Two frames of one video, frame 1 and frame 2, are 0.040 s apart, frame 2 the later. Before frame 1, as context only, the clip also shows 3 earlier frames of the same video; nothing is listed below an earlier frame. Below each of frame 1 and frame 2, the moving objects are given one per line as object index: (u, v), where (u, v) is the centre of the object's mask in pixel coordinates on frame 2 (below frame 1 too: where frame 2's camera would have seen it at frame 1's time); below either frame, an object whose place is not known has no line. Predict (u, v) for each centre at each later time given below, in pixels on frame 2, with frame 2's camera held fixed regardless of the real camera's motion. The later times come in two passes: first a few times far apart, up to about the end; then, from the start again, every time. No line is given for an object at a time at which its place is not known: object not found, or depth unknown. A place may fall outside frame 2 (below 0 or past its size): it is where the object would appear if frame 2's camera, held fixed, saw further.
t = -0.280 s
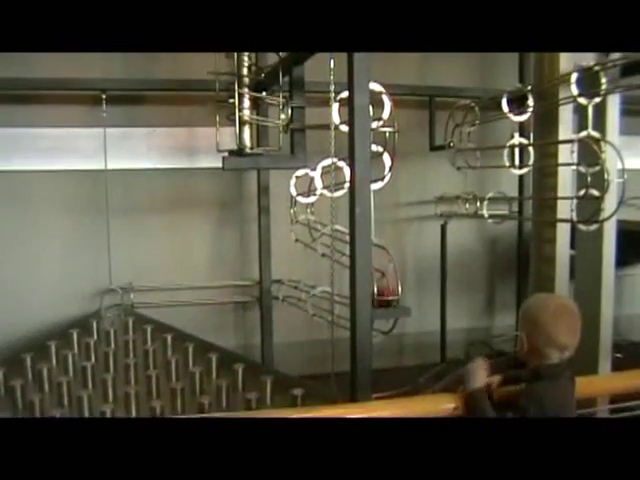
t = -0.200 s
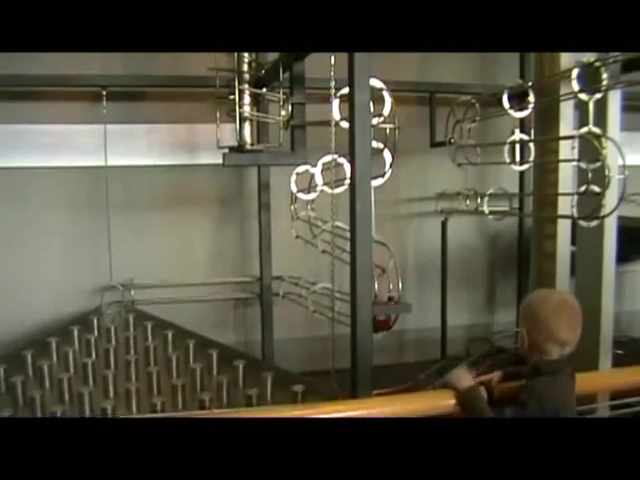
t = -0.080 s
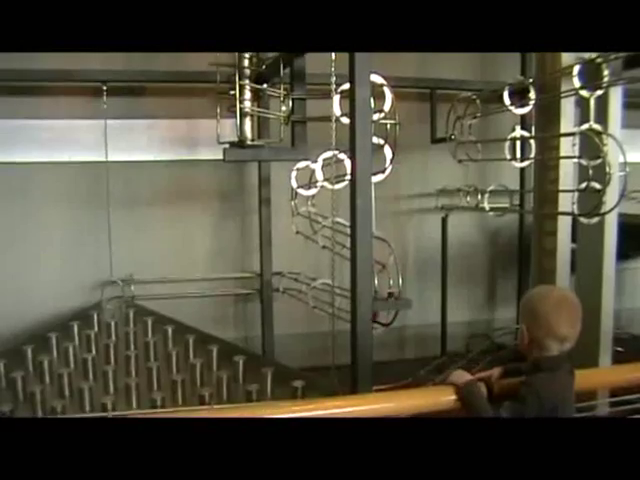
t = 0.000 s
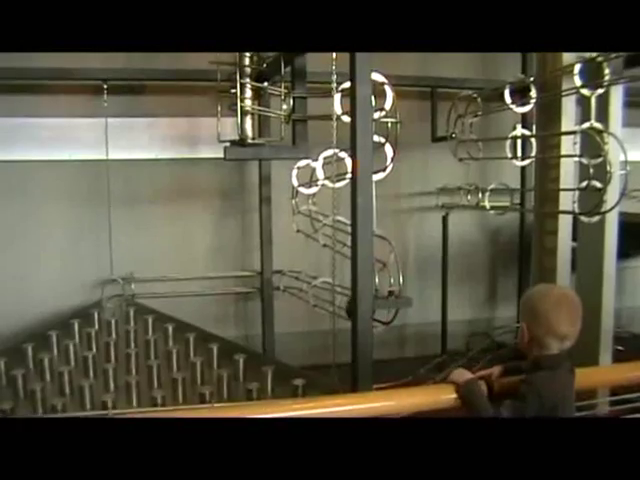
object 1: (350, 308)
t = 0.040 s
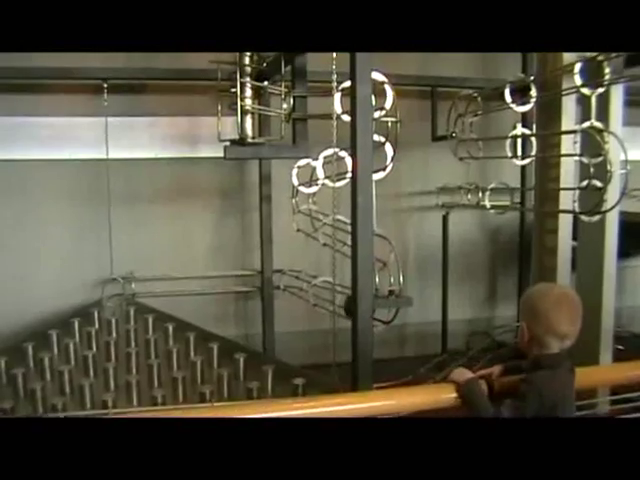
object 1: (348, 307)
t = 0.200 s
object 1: (344, 303)
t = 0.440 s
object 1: (336, 299)
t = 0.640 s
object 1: (326, 296)
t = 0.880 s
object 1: (315, 292)
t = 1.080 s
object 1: (303, 287)
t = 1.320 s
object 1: (296, 283)
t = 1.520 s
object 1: (283, 280)
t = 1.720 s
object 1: (252, 280)
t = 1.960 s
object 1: (229, 282)
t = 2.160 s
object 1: (209, 283)
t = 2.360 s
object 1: (187, 284)
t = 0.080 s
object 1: (347, 306)
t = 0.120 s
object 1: (346, 306)
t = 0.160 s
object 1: (345, 304)
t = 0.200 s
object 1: (344, 303)
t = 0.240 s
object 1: (343, 302)
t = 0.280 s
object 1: (342, 302)
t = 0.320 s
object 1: (341, 301)
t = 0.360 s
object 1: (340, 301)
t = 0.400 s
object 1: (338, 300)
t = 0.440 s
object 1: (336, 299)
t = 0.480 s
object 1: (334, 298)
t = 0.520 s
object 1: (332, 298)
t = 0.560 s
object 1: (330, 297)
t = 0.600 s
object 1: (328, 296)
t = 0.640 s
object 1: (326, 296)
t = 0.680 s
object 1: (324, 295)
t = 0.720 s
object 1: (323, 294)
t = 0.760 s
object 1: (322, 294)
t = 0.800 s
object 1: (320, 294)
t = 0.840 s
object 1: (319, 294)
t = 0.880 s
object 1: (315, 292)
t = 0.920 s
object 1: (313, 292)
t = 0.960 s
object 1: (308, 291)
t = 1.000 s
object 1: (308, 289)
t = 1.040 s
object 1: (306, 288)
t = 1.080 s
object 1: (303, 287)
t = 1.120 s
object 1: (301, 287)
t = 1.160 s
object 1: (301, 286)
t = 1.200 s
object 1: (301, 285)
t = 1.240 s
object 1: (300, 285)
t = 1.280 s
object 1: (298, 284)
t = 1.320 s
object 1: (296, 283)
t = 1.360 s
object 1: (295, 283)
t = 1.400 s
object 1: (293, 282)
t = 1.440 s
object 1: (292, 282)
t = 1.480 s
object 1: (290, 281)
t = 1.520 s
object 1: (283, 280)
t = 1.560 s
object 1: (280, 279)
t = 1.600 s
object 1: (277, 278)
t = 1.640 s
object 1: (260, 279)
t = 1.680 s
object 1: (253, 280)
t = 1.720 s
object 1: (252, 280)
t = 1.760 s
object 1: (249, 280)
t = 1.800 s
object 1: (246, 281)
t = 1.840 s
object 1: (243, 281)
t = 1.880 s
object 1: (239, 282)
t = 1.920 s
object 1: (233, 282)
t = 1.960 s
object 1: (229, 282)
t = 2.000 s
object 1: (226, 282)
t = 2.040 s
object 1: (222, 282)
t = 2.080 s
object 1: (218, 283)
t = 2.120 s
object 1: (213, 283)
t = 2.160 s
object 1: (209, 283)
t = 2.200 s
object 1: (205, 283)
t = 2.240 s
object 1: (201, 283)
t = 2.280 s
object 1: (196, 283)
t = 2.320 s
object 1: (192, 284)
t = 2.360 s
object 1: (187, 284)
